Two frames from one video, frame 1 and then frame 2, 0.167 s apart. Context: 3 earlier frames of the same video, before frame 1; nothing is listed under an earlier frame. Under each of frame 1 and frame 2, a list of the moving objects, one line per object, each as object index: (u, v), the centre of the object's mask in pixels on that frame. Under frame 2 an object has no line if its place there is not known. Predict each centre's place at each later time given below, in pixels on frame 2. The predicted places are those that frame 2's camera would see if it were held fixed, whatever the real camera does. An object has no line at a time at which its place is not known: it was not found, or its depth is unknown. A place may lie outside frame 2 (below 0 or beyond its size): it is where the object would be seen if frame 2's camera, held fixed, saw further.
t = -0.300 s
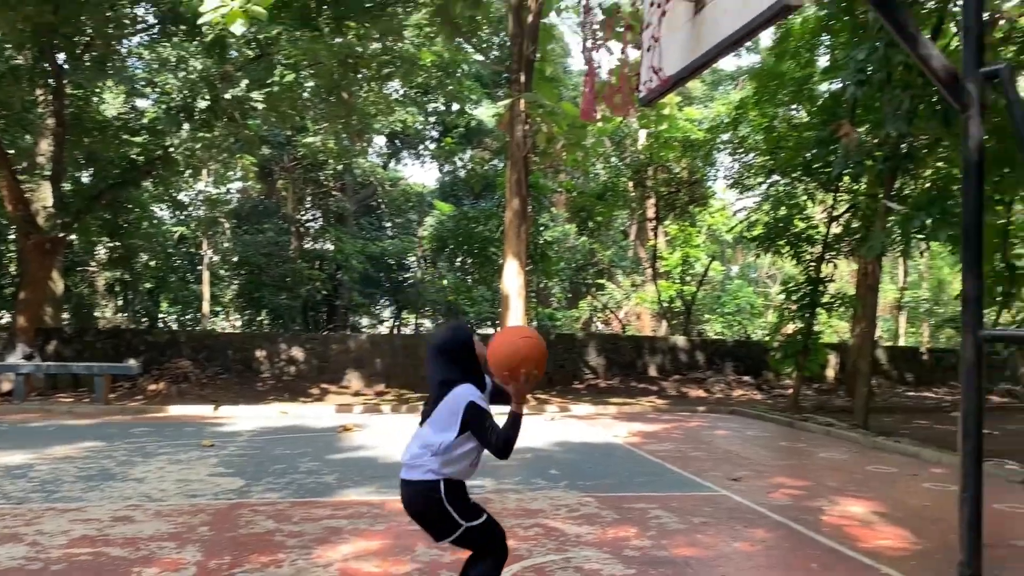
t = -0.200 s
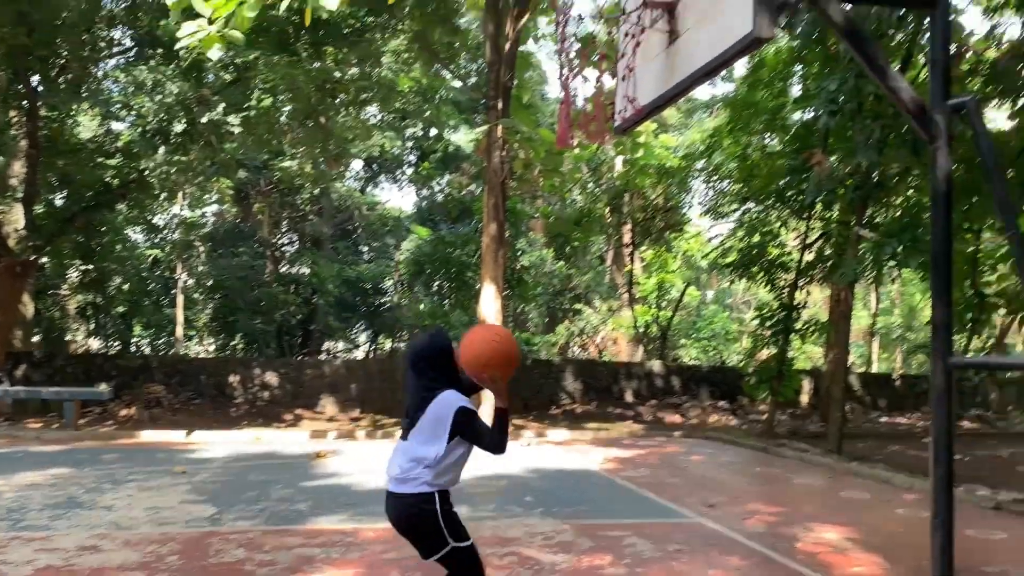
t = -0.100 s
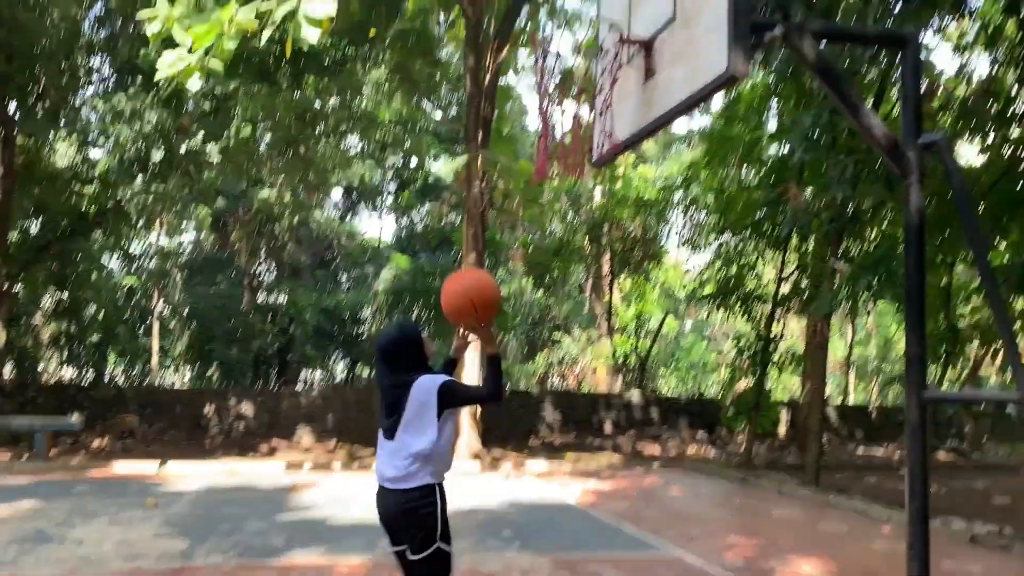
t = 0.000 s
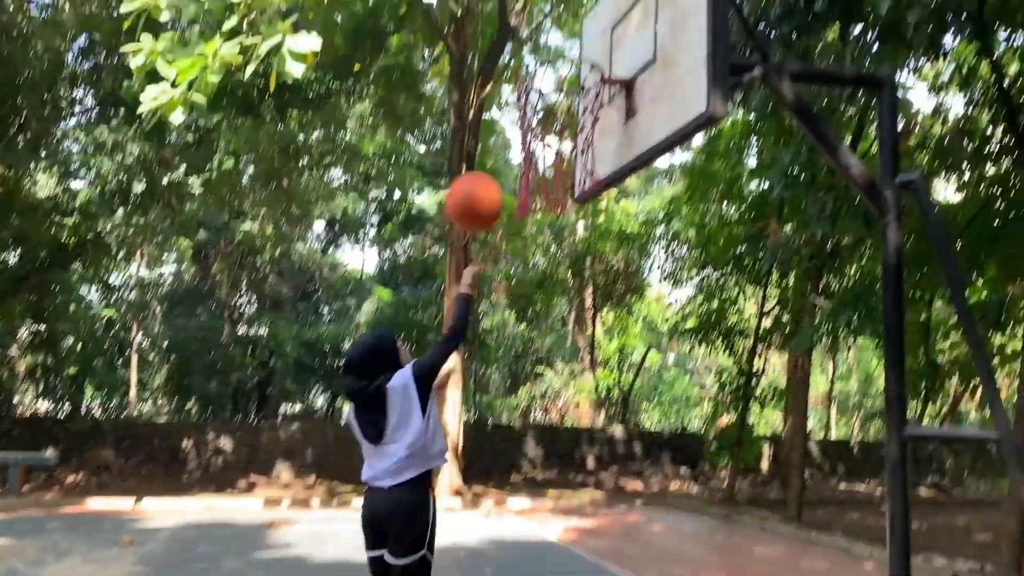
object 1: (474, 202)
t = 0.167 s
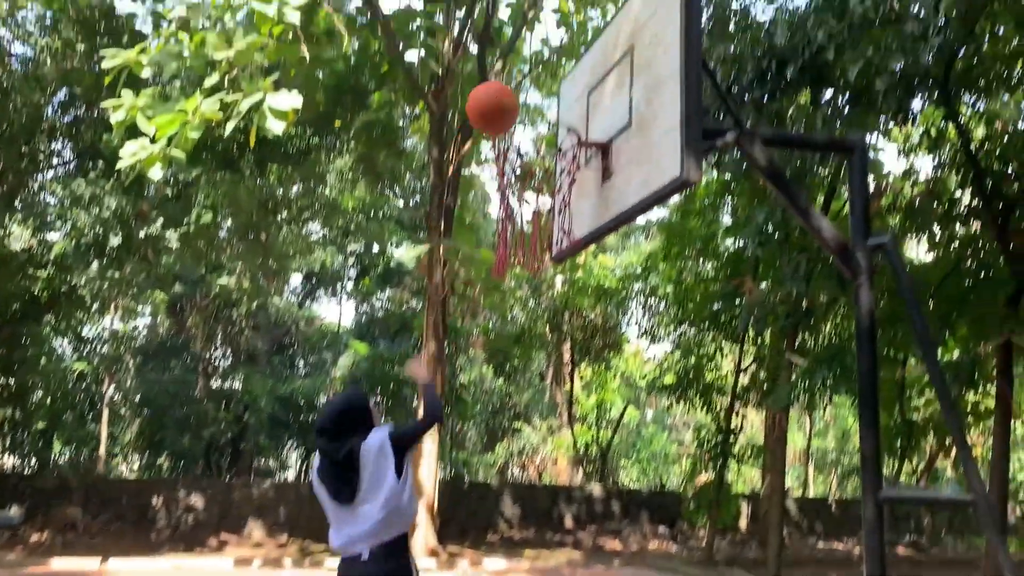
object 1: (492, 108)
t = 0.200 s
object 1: (500, 86)
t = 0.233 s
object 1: (507, 68)
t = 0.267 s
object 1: (513, 53)
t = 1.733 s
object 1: (279, 506)
